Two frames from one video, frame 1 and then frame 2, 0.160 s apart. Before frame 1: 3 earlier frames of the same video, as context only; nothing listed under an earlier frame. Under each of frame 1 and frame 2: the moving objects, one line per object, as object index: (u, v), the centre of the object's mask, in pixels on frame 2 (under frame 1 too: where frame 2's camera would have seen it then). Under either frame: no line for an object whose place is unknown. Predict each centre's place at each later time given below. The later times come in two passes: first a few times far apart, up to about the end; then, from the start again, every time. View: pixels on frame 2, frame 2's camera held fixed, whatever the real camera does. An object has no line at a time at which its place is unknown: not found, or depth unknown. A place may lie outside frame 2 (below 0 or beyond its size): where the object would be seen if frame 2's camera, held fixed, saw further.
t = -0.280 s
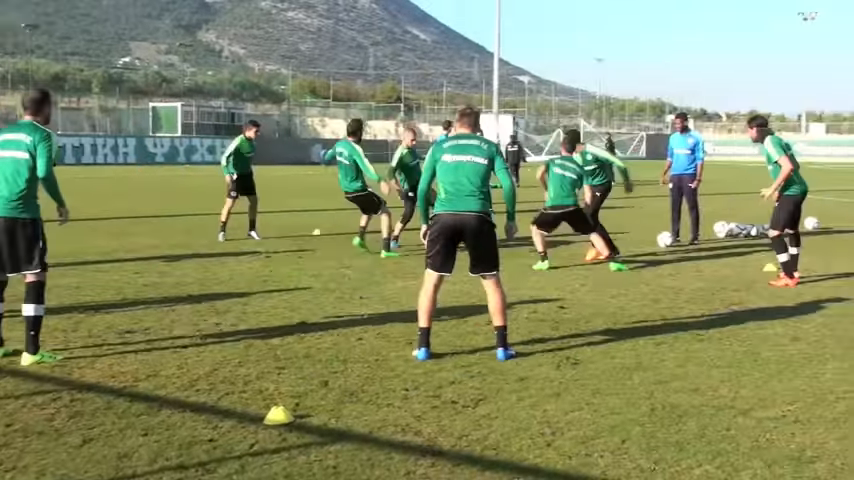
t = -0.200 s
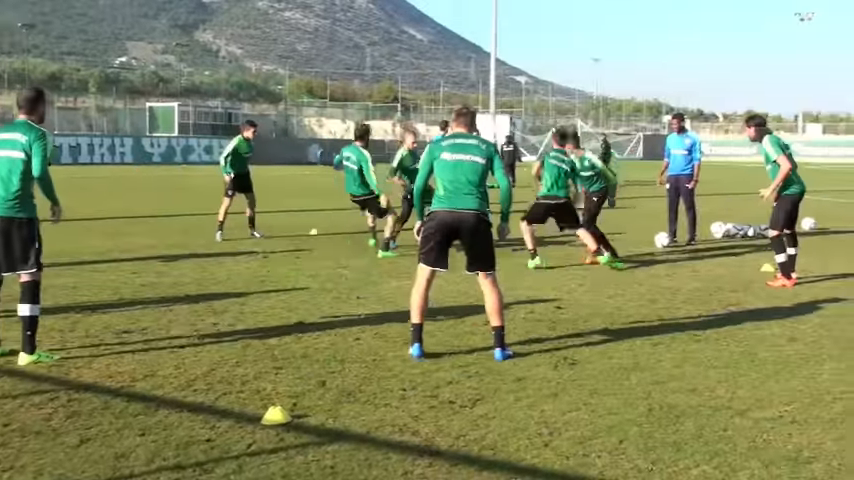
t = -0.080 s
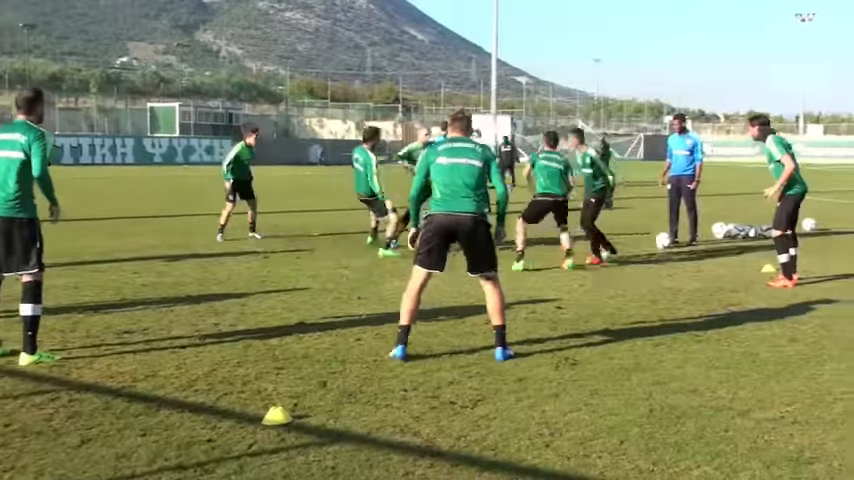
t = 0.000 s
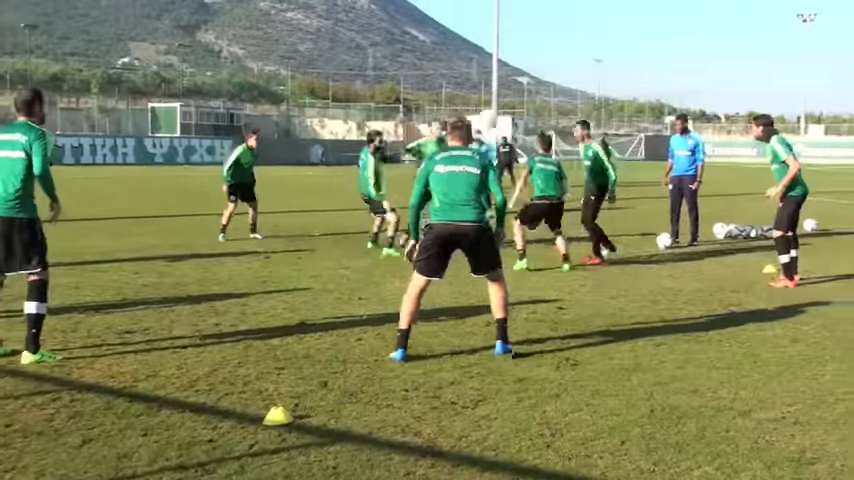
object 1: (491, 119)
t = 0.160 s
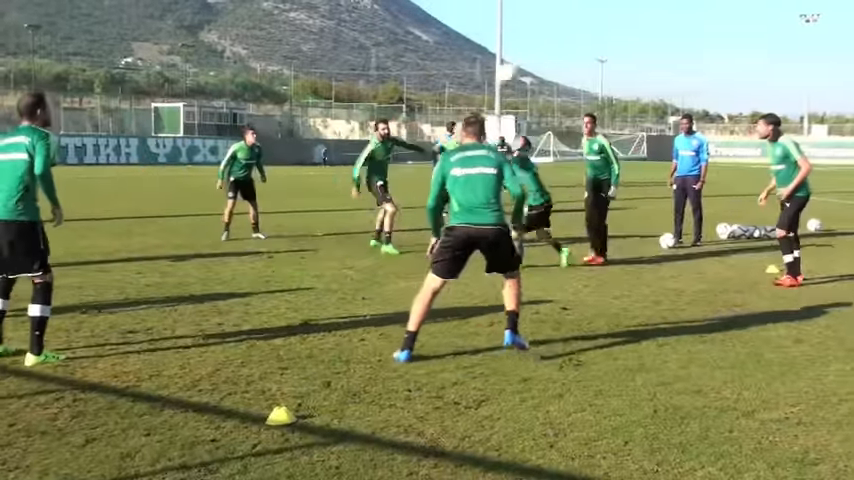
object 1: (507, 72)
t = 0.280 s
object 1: (527, 52)
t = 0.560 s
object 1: (558, 42)
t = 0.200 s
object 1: (512, 65)
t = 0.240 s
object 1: (519, 57)
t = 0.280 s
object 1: (527, 52)
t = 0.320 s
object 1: (530, 47)
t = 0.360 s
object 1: (535, 42)
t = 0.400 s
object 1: (539, 40)
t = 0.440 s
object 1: (544, 38)
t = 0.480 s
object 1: (549, 38)
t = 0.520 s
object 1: (553, 38)
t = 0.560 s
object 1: (558, 42)
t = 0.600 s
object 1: (563, 47)
